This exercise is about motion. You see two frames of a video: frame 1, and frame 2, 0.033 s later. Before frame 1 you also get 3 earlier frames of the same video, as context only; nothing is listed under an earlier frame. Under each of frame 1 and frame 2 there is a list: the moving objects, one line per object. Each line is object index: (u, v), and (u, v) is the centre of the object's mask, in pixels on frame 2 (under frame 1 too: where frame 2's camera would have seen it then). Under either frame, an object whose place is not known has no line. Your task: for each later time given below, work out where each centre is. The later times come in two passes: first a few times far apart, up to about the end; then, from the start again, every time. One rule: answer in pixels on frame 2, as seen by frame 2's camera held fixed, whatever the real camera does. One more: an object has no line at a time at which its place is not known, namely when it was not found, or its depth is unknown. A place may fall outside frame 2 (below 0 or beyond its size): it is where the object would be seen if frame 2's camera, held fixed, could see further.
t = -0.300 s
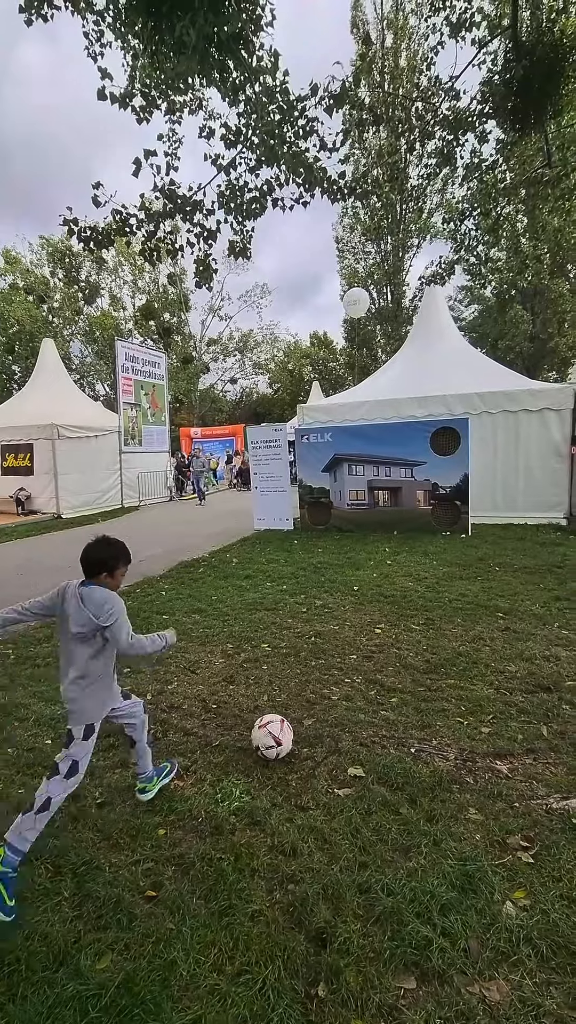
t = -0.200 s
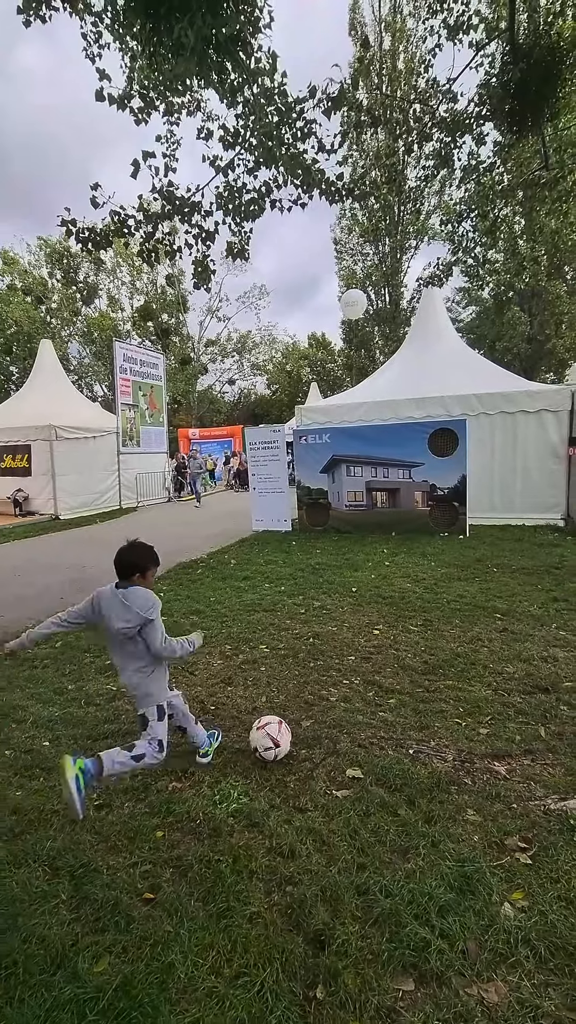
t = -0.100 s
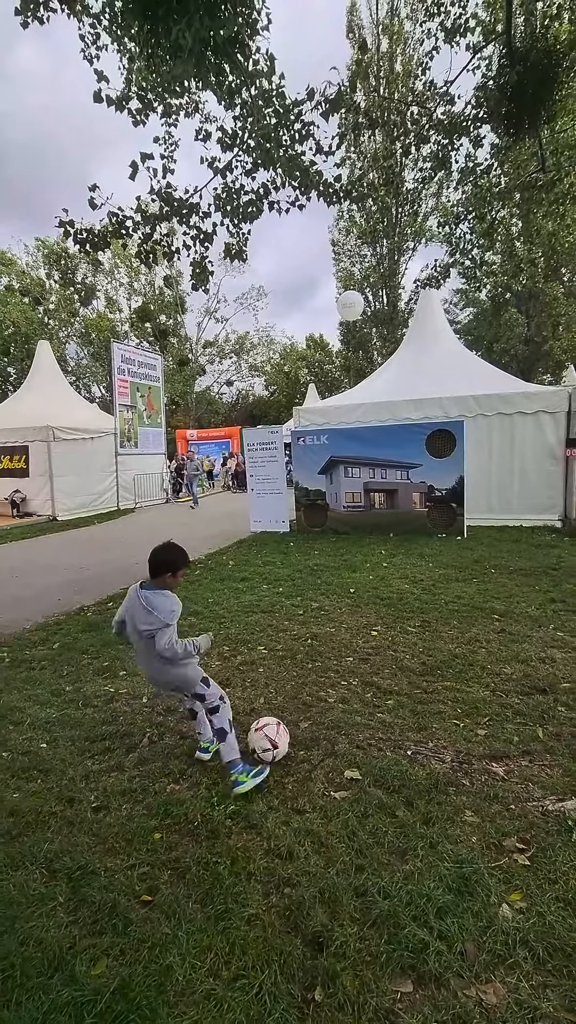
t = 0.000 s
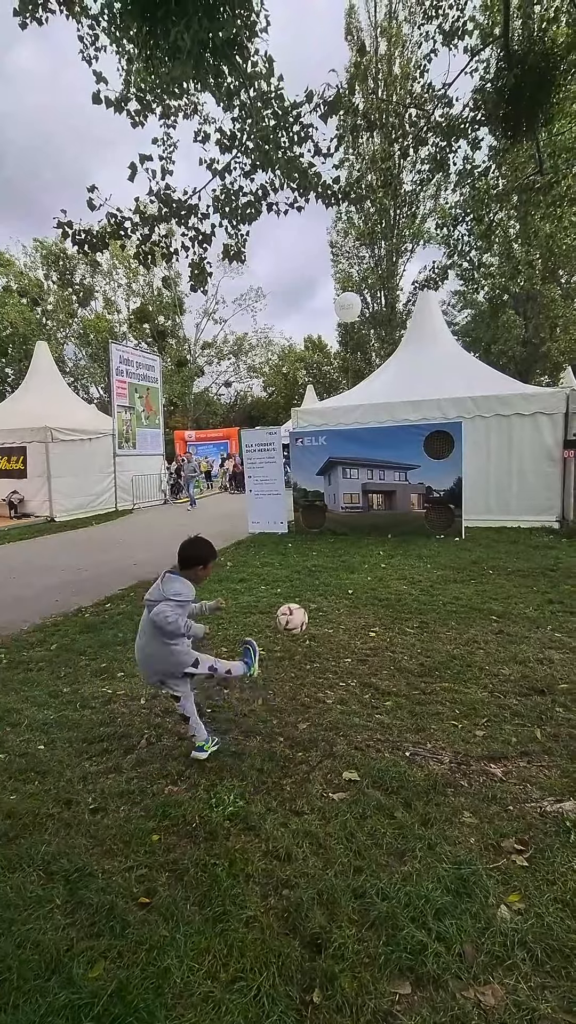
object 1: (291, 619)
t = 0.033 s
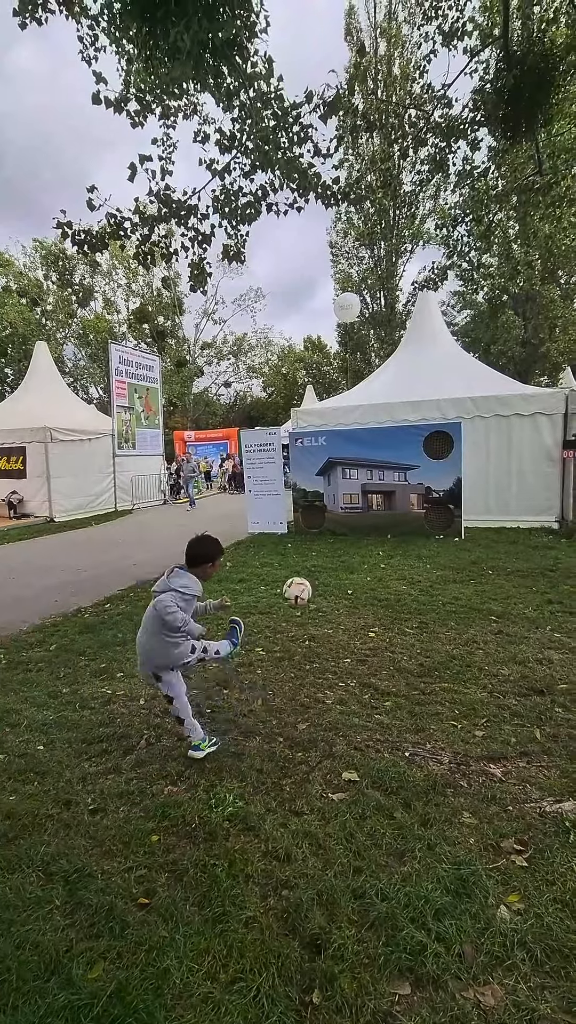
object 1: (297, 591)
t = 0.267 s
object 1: (317, 507)
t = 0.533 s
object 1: (322, 503)
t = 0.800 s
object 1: (307, 537)
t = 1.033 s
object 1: (300, 527)
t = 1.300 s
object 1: (291, 563)
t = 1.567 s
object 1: (279, 570)
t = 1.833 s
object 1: (264, 602)
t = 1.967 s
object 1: (255, 617)
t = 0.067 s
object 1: (302, 569)
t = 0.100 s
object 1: (306, 551)
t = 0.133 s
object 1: (309, 537)
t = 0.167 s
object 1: (311, 527)
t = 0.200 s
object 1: (313, 519)
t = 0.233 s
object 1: (315, 512)
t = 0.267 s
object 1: (317, 507)
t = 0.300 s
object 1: (318, 503)
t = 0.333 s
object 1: (319, 501)
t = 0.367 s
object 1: (320, 500)
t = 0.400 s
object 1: (320, 499)
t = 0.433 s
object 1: (321, 499)
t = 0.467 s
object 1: (321, 500)
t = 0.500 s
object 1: (322, 501)
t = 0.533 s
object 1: (322, 503)
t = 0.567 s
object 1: (321, 507)
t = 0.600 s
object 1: (319, 512)
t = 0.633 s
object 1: (317, 519)
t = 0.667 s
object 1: (314, 526)
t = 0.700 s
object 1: (312, 534)
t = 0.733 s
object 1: (310, 542)
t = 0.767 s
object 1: (308, 540)
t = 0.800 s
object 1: (307, 537)
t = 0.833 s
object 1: (306, 533)
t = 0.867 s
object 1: (305, 531)
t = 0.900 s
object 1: (304, 529)
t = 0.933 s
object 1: (303, 527)
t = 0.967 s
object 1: (302, 527)
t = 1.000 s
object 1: (301, 526)
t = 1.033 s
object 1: (300, 527)
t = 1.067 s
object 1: (298, 528)
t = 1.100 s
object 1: (297, 531)
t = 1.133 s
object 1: (296, 534)
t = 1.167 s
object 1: (295, 538)
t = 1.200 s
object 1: (294, 543)
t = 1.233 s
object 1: (293, 548)
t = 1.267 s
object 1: (292, 555)
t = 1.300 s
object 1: (291, 563)
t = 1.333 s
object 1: (290, 571)
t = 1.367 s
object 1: (288, 569)
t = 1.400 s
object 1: (286, 567)
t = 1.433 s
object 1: (285, 566)
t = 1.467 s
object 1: (283, 566)
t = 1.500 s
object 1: (282, 566)
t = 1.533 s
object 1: (280, 568)
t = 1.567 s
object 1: (279, 570)
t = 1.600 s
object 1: (277, 574)
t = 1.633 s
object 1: (275, 578)
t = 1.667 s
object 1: (273, 585)
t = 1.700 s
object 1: (272, 591)
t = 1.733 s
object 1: (270, 600)
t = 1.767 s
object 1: (268, 602)
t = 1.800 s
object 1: (266, 601)
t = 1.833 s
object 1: (264, 602)
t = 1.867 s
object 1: (262, 604)
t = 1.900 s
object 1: (260, 607)
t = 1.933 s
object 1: (258, 611)
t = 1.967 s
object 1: (255, 617)
